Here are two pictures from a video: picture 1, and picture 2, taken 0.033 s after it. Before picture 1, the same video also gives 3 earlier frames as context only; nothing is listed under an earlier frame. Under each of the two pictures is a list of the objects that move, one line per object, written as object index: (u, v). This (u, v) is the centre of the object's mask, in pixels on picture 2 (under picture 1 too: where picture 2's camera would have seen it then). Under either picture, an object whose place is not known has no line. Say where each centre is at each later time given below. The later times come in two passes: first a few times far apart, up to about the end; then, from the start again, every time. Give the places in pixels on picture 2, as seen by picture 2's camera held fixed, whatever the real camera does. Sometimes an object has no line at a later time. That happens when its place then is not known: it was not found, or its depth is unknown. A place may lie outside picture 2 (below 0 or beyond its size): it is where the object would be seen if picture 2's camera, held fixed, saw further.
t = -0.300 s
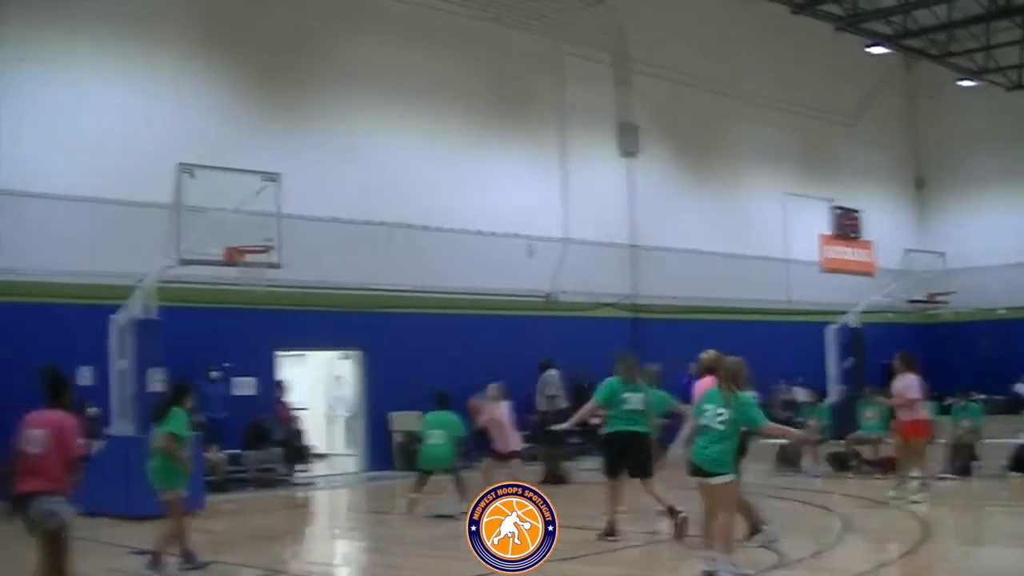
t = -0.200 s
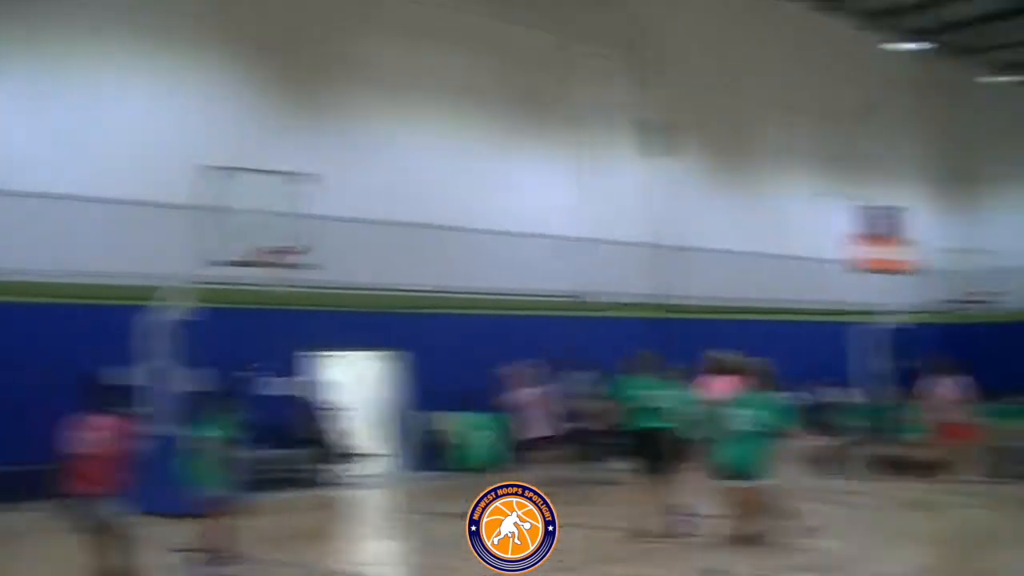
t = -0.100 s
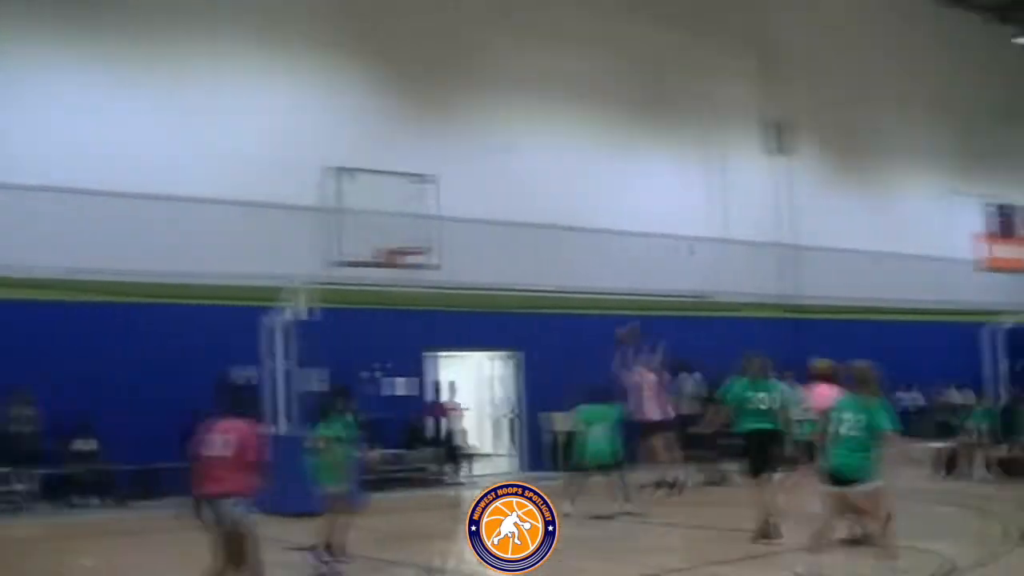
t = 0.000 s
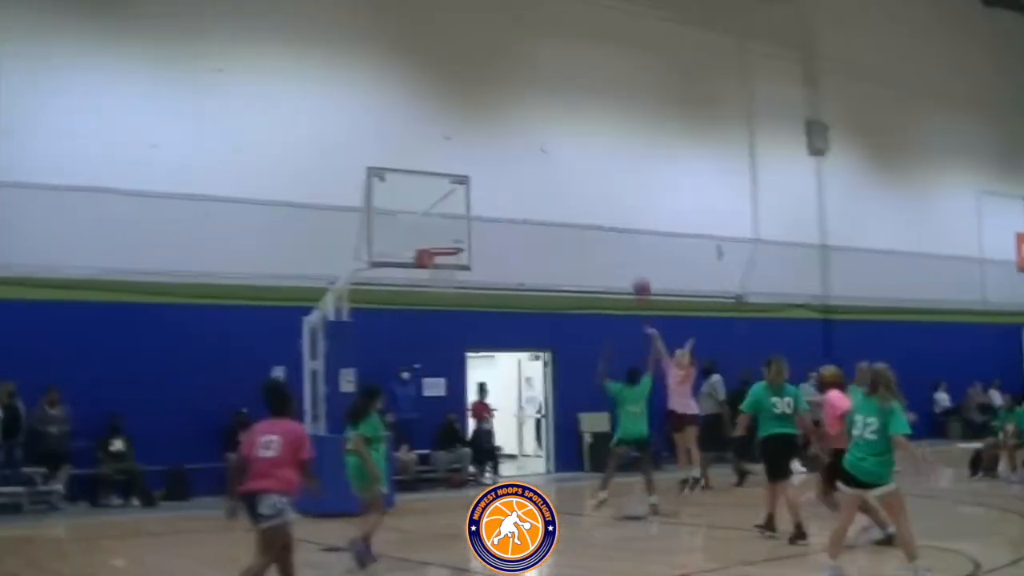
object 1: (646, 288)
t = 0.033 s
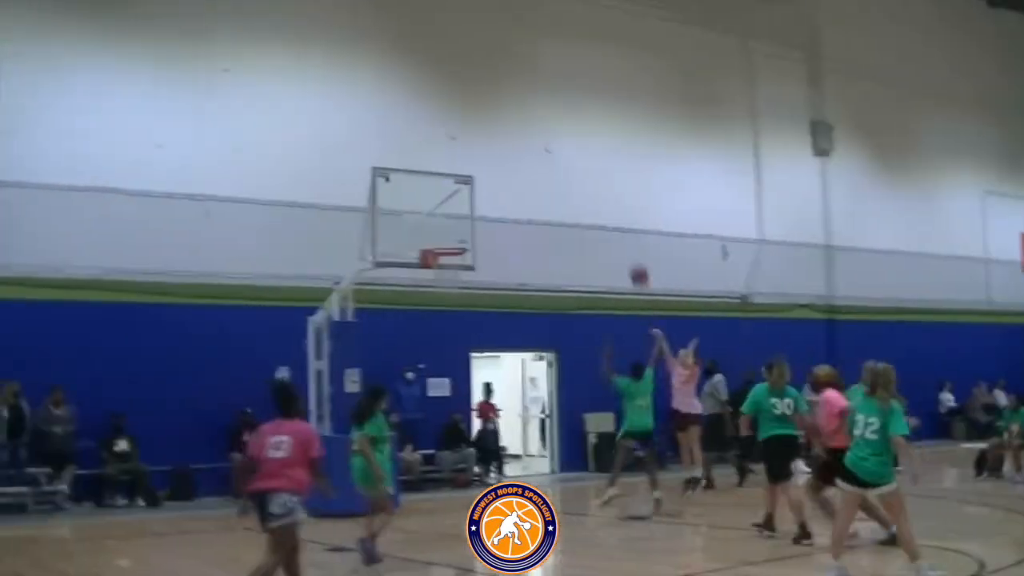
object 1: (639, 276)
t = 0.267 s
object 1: (590, 203)
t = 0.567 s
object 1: (524, 171)
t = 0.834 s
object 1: (463, 207)
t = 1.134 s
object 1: (488, 220)
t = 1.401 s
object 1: (569, 239)
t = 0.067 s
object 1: (632, 263)
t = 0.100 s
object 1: (625, 250)
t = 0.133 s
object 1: (618, 239)
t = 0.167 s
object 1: (612, 229)
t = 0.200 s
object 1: (604, 219)
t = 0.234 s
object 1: (598, 211)
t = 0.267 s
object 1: (590, 203)
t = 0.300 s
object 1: (583, 195)
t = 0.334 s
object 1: (576, 189)
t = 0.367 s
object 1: (570, 184)
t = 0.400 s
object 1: (562, 180)
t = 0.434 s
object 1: (555, 176)
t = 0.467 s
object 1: (547, 174)
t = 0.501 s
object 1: (539, 172)
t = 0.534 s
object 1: (532, 171)
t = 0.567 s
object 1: (524, 171)
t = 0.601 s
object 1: (517, 172)
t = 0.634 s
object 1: (510, 175)
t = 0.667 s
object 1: (502, 178)
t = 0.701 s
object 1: (494, 182)
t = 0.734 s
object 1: (488, 186)
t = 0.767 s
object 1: (480, 192)
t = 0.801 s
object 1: (471, 200)
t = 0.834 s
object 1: (463, 207)
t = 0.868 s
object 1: (456, 216)
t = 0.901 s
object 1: (447, 226)
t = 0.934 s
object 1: (440, 236)
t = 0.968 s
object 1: (439, 239)
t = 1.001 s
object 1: (448, 236)
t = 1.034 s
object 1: (458, 230)
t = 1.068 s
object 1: (467, 226)
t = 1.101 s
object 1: (478, 223)
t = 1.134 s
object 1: (488, 220)
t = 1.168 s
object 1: (497, 219)
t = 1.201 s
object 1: (507, 219)
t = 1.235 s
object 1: (517, 220)
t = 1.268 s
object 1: (527, 221)
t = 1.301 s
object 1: (538, 224)
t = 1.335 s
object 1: (548, 227)
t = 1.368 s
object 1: (559, 233)
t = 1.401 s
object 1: (569, 239)
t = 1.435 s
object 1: (579, 245)
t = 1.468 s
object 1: (589, 253)
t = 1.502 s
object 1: (600, 262)
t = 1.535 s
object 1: (610, 272)
